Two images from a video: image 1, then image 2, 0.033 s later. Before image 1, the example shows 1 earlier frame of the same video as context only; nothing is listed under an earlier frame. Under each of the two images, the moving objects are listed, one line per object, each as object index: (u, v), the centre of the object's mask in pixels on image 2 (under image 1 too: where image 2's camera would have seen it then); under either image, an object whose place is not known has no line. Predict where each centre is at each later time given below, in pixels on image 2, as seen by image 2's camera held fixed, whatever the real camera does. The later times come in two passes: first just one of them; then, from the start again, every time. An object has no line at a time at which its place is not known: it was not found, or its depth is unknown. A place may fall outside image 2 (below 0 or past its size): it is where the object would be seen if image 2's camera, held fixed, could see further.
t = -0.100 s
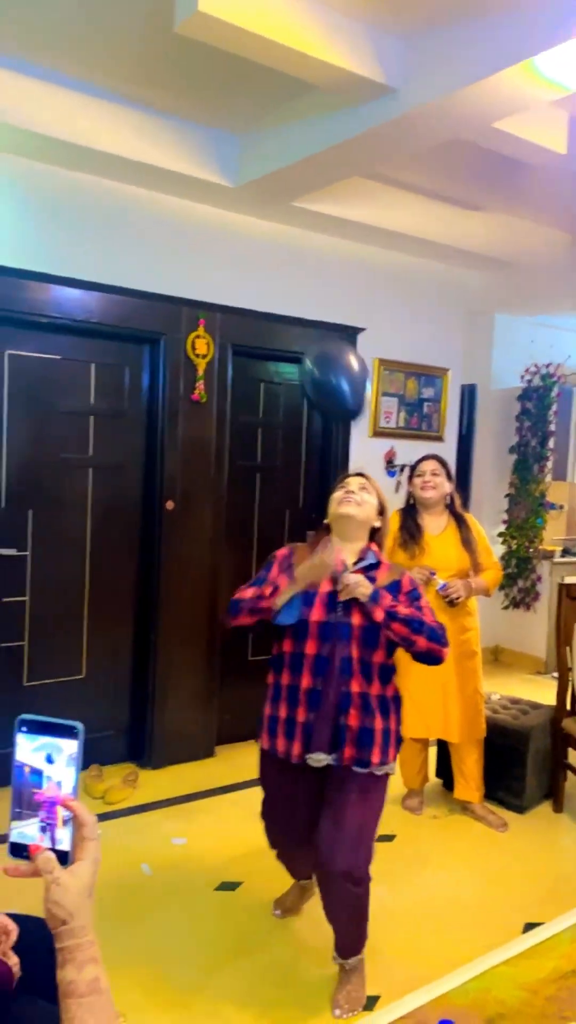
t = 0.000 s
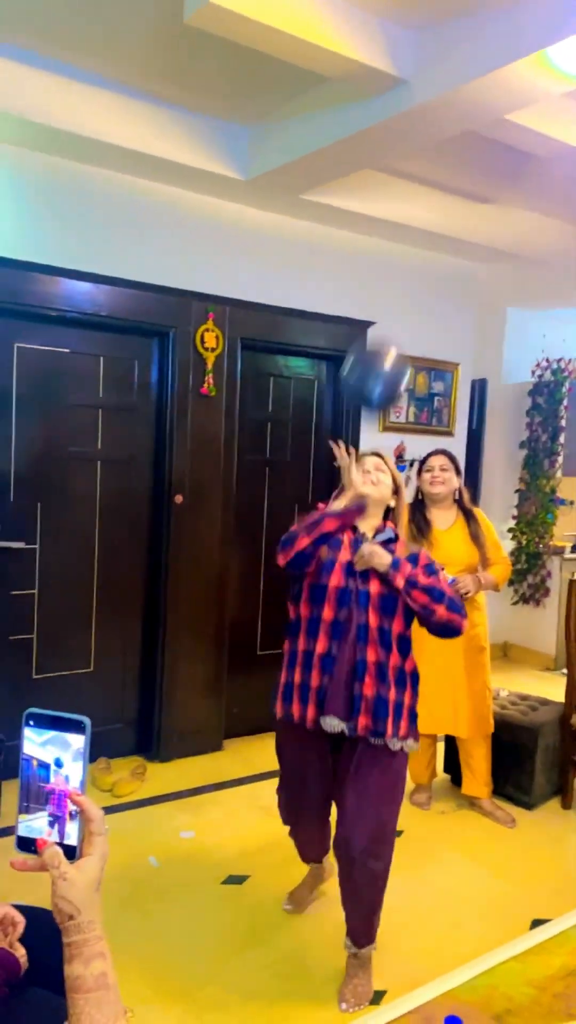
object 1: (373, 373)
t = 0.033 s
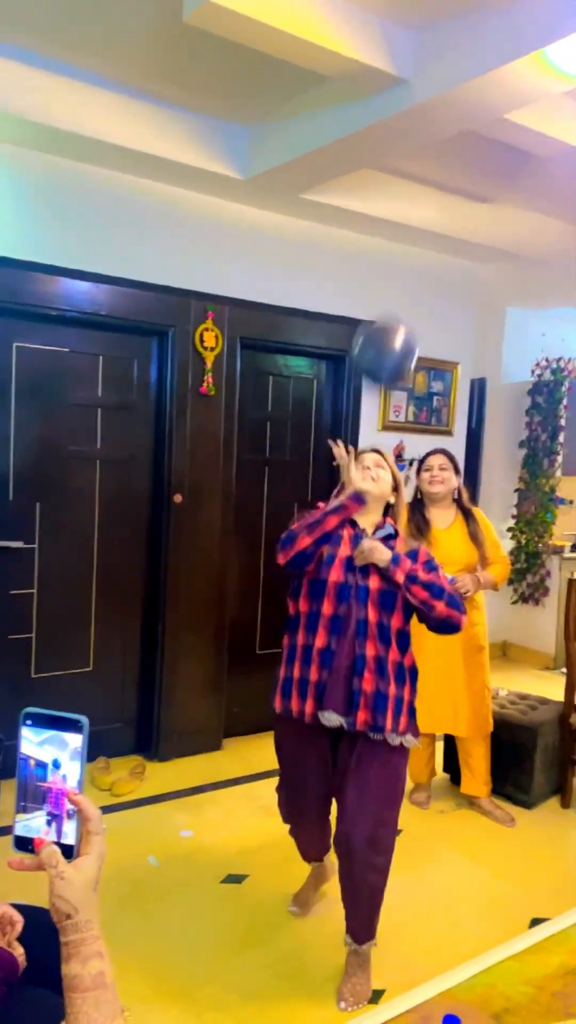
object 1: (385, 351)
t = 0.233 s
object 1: (433, 246)
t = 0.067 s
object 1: (401, 316)
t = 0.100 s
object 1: (412, 290)
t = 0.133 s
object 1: (417, 280)
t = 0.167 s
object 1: (424, 263)
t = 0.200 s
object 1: (430, 251)
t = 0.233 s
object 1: (433, 246)
